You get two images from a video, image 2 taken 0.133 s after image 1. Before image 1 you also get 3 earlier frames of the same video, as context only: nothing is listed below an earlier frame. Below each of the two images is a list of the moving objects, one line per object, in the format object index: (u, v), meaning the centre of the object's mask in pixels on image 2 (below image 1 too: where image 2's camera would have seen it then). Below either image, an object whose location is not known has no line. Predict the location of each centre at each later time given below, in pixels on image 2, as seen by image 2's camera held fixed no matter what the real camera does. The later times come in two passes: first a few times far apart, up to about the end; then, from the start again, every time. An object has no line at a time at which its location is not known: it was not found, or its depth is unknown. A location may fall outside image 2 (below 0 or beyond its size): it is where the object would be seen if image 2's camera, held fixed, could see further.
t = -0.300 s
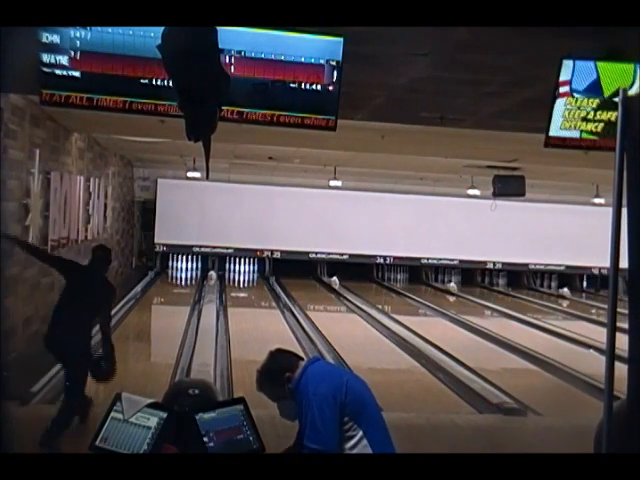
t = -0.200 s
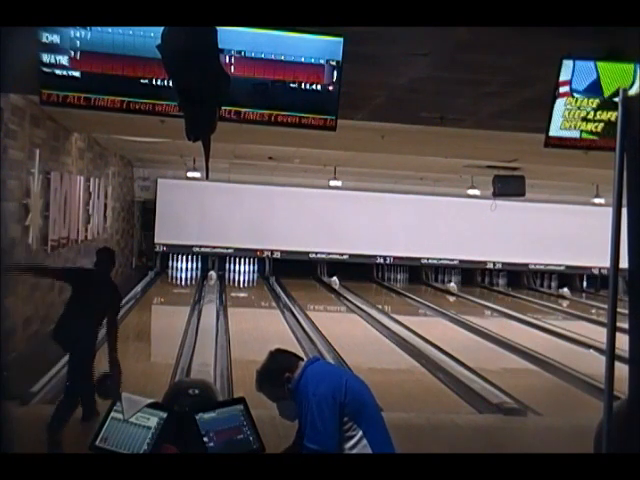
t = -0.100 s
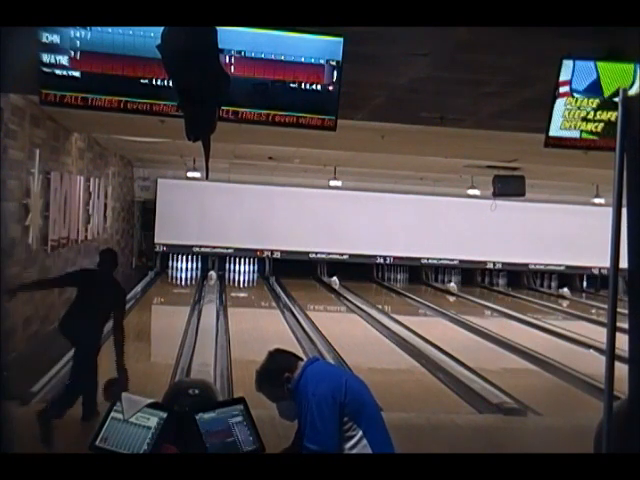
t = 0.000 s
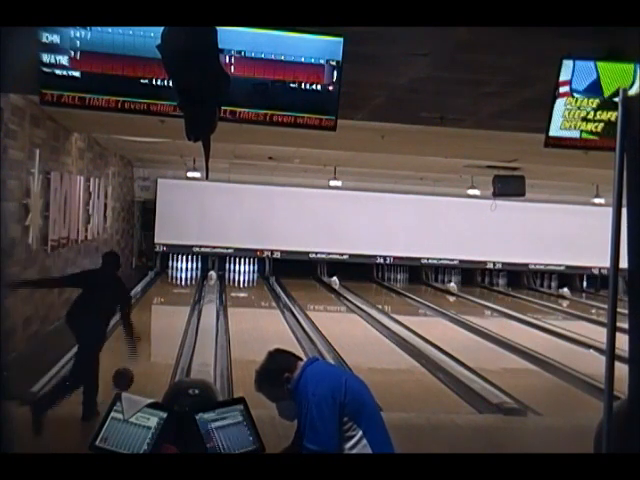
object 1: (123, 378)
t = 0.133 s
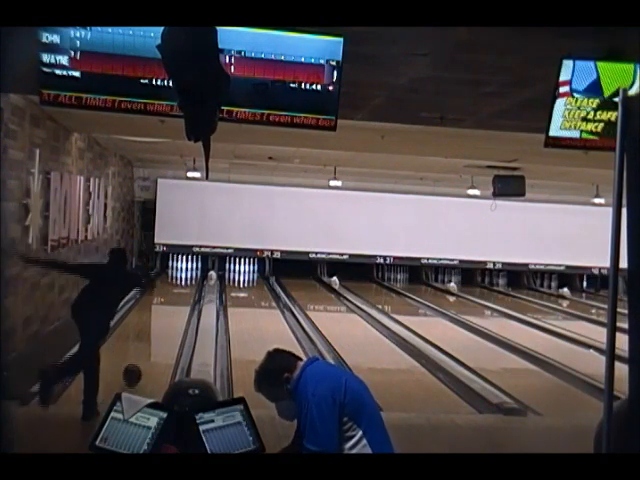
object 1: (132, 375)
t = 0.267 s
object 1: (140, 360)
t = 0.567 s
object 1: (153, 334)
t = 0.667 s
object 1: (156, 328)
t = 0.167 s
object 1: (134, 369)
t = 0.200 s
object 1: (136, 366)
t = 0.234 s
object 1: (138, 363)
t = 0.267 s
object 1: (140, 360)
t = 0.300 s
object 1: (141, 356)
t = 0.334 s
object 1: (143, 353)
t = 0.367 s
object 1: (145, 350)
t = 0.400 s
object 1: (146, 347)
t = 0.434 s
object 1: (148, 344)
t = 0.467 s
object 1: (149, 342)
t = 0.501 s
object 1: (151, 339)
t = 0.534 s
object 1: (152, 336)
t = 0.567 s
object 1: (153, 334)
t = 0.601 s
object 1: (154, 332)
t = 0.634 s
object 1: (155, 330)
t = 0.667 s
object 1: (156, 328)
